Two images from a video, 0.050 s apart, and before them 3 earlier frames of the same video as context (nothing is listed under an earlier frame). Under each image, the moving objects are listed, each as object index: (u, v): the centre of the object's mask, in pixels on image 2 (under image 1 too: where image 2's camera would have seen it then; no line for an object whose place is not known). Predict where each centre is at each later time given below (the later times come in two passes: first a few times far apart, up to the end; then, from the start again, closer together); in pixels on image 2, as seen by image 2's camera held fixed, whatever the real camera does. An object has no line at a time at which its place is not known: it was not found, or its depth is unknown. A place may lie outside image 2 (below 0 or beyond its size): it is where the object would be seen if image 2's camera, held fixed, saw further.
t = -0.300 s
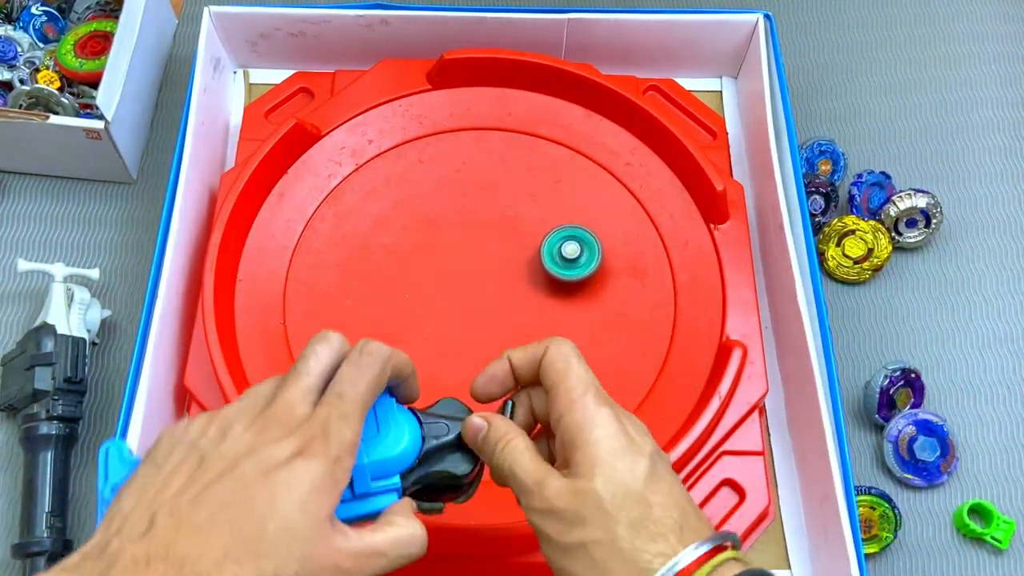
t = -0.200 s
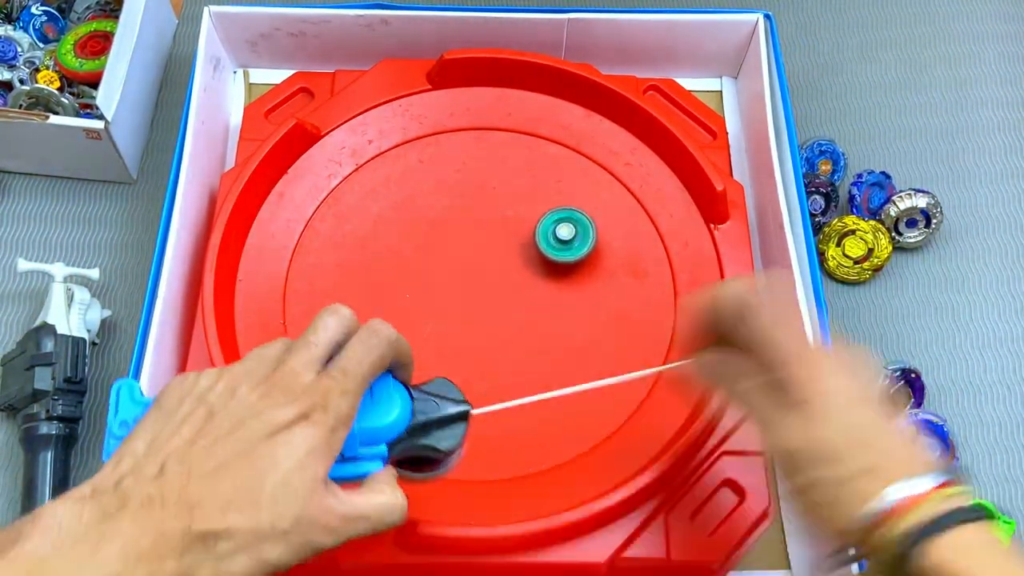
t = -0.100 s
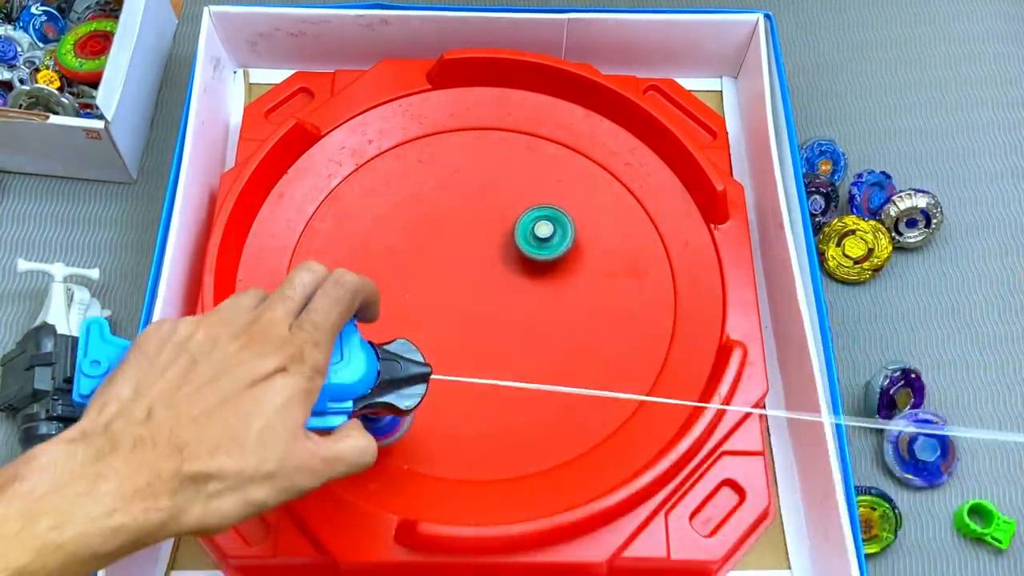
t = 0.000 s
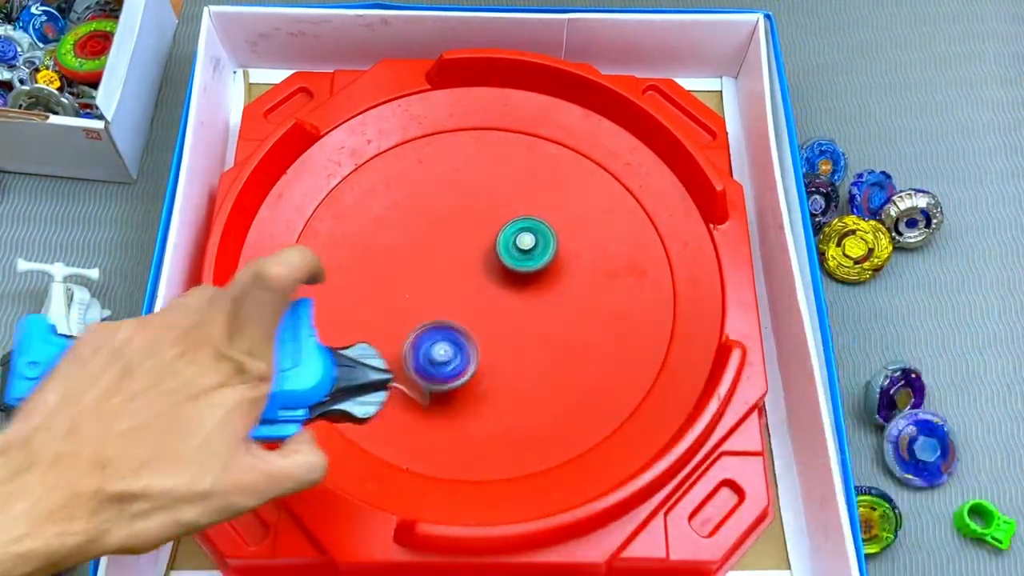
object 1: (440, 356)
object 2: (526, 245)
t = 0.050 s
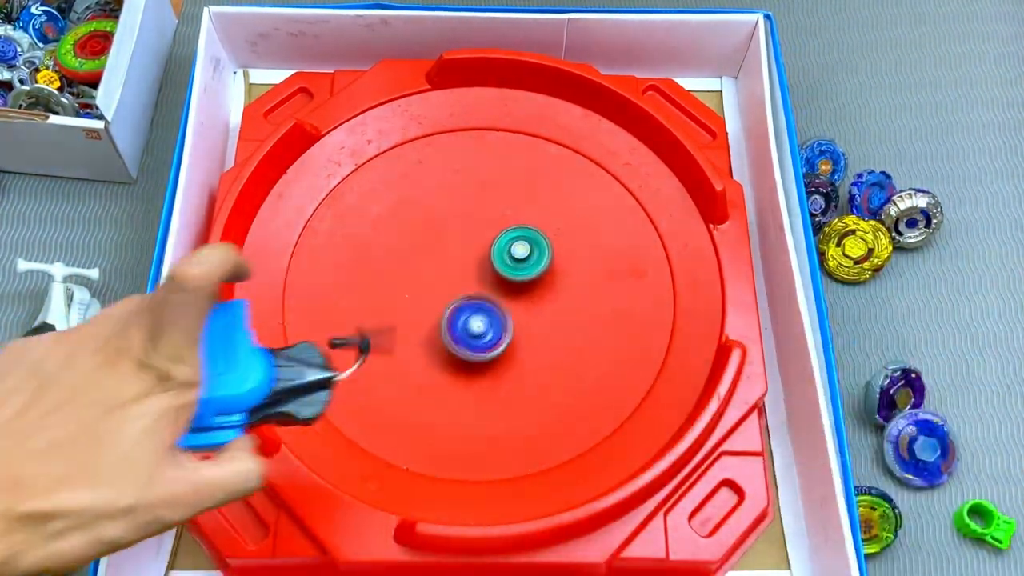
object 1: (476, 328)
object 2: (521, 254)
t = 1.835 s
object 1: (607, 360)
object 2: (657, 251)
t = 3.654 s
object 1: (399, 437)
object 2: (486, 295)
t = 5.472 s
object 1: (586, 346)
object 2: (514, 290)
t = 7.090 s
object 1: (510, 226)
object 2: (425, 419)
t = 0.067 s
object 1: (487, 318)
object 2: (519, 257)
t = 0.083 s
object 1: (488, 317)
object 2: (524, 246)
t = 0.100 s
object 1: (486, 324)
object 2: (535, 227)
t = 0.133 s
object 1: (482, 334)
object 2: (555, 192)
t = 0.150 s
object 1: (481, 337)
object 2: (562, 177)
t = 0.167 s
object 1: (480, 340)
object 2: (568, 163)
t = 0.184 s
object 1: (480, 342)
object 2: (574, 151)
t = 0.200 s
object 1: (480, 343)
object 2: (577, 141)
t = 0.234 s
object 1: (482, 343)
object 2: (571, 128)
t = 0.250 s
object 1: (484, 341)
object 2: (568, 125)
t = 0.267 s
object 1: (486, 339)
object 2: (564, 125)
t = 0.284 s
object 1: (489, 337)
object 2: (558, 122)
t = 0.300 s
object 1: (493, 332)
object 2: (552, 122)
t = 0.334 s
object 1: (501, 322)
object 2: (539, 123)
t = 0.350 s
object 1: (505, 316)
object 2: (531, 125)
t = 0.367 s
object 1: (509, 309)
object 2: (521, 130)
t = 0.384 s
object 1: (513, 300)
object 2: (512, 133)
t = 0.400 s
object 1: (516, 291)
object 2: (504, 137)
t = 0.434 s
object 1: (522, 272)
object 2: (489, 146)
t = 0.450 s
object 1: (523, 262)
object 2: (482, 151)
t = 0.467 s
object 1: (524, 252)
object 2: (476, 156)
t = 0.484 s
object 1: (524, 241)
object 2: (470, 161)
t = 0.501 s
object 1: (523, 232)
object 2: (466, 167)
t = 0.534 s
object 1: (518, 212)
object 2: (457, 178)
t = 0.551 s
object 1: (524, 208)
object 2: (441, 177)
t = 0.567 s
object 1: (545, 213)
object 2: (402, 161)
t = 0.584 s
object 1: (567, 217)
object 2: (365, 146)
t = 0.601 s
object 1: (586, 221)
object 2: (336, 134)
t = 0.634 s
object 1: (623, 230)
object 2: (321, 129)
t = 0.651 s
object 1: (637, 234)
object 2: (315, 130)
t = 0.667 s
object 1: (652, 239)
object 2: (310, 134)
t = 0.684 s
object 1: (667, 243)
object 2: (305, 140)
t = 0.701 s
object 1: (677, 245)
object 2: (301, 148)
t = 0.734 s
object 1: (693, 253)
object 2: (295, 175)
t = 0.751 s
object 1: (698, 256)
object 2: (293, 191)
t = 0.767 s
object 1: (702, 260)
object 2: (293, 211)
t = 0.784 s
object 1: (704, 264)
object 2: (293, 233)
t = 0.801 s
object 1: (704, 267)
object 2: (294, 254)
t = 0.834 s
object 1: (698, 274)
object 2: (300, 277)
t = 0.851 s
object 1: (694, 278)
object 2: (303, 286)
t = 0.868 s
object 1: (688, 281)
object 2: (308, 297)
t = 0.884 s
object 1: (681, 285)
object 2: (313, 310)
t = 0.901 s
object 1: (673, 289)
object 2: (319, 325)
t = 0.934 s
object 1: (653, 293)
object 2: (334, 348)
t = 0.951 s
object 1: (643, 295)
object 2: (342, 358)
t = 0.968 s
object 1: (632, 297)
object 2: (350, 369)
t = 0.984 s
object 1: (621, 298)
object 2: (360, 377)
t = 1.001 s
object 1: (610, 299)
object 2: (370, 386)
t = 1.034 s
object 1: (586, 300)
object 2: (390, 400)
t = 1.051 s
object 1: (575, 300)
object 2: (401, 406)
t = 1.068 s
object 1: (564, 301)
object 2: (411, 411)
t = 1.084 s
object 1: (551, 301)
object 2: (423, 417)
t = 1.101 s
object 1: (542, 300)
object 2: (434, 421)
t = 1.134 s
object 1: (521, 300)
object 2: (457, 428)
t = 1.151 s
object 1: (512, 300)
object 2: (469, 430)
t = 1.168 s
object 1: (503, 299)
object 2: (480, 432)
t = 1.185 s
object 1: (494, 299)
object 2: (492, 433)
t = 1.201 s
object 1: (487, 298)
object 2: (503, 433)
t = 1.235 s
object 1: (473, 298)
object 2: (526, 432)
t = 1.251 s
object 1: (468, 298)
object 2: (536, 431)
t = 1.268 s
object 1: (463, 299)
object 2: (546, 429)
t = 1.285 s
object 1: (459, 300)
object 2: (557, 427)
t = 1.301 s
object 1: (456, 301)
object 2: (567, 425)
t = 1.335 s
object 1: (452, 304)
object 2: (584, 419)
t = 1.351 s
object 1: (452, 306)
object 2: (592, 415)
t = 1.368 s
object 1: (452, 309)
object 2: (599, 411)
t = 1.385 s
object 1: (453, 312)
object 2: (607, 407)
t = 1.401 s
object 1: (455, 315)
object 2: (613, 403)
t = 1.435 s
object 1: (460, 323)
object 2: (624, 393)
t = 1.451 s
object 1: (465, 327)
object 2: (628, 388)
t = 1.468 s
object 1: (469, 332)
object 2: (632, 383)
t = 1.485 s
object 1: (475, 336)
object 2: (636, 377)
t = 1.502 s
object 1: (482, 341)
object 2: (638, 373)
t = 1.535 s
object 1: (497, 350)
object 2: (641, 364)
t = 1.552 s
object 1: (505, 354)
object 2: (642, 359)
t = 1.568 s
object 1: (515, 357)
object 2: (642, 354)
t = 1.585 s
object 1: (526, 361)
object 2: (643, 348)
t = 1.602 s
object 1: (535, 363)
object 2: (644, 343)
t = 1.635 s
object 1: (557, 366)
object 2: (642, 333)
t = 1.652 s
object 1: (568, 366)
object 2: (641, 328)
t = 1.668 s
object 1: (579, 365)
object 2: (639, 323)
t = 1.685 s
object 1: (586, 366)
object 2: (643, 315)
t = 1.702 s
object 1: (589, 368)
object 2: (651, 304)
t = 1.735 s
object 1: (595, 370)
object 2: (661, 283)
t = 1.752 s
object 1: (597, 370)
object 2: (664, 275)
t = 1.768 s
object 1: (599, 369)
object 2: (664, 268)
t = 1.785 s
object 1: (601, 367)
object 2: (664, 262)
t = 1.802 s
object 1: (603, 365)
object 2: (662, 258)
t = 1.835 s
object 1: (607, 360)
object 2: (657, 251)
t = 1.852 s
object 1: (608, 357)
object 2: (654, 248)
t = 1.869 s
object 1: (610, 353)
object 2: (651, 246)
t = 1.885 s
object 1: (611, 348)
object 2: (647, 243)
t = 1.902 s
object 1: (612, 344)
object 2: (643, 240)
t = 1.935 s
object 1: (615, 333)
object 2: (634, 236)
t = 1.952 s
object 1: (617, 327)
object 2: (630, 235)
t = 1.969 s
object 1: (619, 321)
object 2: (626, 233)
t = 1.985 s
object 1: (620, 314)
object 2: (622, 231)
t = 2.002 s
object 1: (621, 306)
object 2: (619, 230)
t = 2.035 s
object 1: (621, 289)
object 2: (612, 226)
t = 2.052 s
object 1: (619, 283)
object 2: (607, 223)
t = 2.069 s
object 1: (616, 278)
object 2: (602, 218)
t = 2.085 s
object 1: (613, 278)
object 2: (596, 208)
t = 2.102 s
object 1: (610, 278)
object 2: (589, 200)
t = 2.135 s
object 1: (599, 278)
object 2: (574, 186)
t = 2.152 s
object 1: (592, 278)
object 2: (567, 182)
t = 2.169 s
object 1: (585, 278)
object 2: (559, 178)
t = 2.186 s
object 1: (578, 278)
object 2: (551, 176)
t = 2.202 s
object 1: (572, 280)
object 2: (544, 174)
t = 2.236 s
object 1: (556, 286)
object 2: (528, 173)
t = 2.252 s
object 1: (549, 289)
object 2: (521, 174)
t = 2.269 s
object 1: (542, 294)
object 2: (513, 175)
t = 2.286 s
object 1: (535, 299)
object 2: (506, 176)
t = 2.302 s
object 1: (528, 305)
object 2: (499, 178)
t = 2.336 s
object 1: (515, 318)
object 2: (485, 182)
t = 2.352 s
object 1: (510, 324)
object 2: (478, 184)
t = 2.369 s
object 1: (505, 331)
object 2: (471, 188)
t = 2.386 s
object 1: (501, 339)
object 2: (465, 191)
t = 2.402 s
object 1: (498, 346)
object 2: (459, 194)
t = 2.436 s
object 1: (492, 362)
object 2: (448, 202)
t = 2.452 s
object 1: (490, 369)
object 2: (443, 207)
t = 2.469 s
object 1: (489, 377)
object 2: (439, 211)
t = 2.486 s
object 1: (489, 383)
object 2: (434, 216)
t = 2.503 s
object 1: (490, 390)
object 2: (430, 220)
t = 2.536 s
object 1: (494, 403)
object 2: (422, 229)
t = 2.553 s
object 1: (497, 409)
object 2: (419, 234)
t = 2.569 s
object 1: (501, 415)
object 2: (416, 239)
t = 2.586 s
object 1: (507, 419)
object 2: (414, 244)
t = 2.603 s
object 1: (512, 423)
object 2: (411, 248)
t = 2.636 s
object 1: (526, 429)
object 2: (408, 259)
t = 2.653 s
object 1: (533, 431)
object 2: (407, 263)
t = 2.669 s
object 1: (541, 432)
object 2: (406, 268)
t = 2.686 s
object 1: (549, 432)
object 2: (405, 273)
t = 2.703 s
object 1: (557, 432)
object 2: (404, 278)
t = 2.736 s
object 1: (575, 428)
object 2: (404, 288)
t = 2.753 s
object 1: (583, 425)
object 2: (404, 292)
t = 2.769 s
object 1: (591, 421)
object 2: (405, 298)
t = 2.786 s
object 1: (598, 415)
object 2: (406, 302)
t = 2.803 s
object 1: (604, 409)
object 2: (407, 307)
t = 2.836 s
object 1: (614, 394)
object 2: (410, 316)
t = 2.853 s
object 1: (617, 386)
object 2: (412, 320)
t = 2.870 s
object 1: (618, 377)
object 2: (414, 324)
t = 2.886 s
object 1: (618, 367)
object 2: (417, 328)
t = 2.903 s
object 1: (617, 358)
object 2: (420, 331)
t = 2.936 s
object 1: (611, 339)
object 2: (426, 338)
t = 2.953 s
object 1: (606, 331)
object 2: (429, 341)
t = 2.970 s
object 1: (599, 322)
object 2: (433, 343)
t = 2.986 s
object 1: (592, 314)
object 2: (437, 345)
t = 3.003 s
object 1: (584, 307)
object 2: (441, 347)
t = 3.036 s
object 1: (564, 294)
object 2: (450, 350)
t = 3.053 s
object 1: (554, 290)
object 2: (454, 351)
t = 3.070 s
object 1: (542, 286)
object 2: (458, 351)
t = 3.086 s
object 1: (530, 282)
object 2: (463, 351)
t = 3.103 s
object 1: (520, 279)
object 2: (467, 352)
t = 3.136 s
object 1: (495, 276)
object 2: (476, 351)
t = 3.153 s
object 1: (483, 276)
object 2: (479, 350)
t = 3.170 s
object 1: (471, 276)
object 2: (483, 349)
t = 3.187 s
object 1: (458, 277)
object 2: (487, 347)
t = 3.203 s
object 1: (447, 279)
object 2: (491, 345)
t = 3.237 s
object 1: (423, 284)
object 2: (498, 342)
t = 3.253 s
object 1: (413, 287)
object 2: (500, 340)
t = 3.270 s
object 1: (401, 292)
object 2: (502, 337)
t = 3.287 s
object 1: (391, 296)
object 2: (502, 334)
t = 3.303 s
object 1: (381, 301)
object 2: (503, 332)
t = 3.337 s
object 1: (363, 313)
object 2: (502, 326)
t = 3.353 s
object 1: (355, 319)
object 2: (502, 324)
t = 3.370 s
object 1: (348, 325)
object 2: (501, 321)
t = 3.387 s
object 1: (341, 332)
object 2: (500, 319)
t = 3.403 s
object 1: (336, 339)
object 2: (499, 317)
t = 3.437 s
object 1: (327, 356)
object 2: (496, 315)
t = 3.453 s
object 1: (324, 364)
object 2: (496, 314)
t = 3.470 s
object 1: (322, 372)
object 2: (495, 311)
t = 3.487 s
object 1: (322, 380)
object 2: (493, 309)
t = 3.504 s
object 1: (322, 388)
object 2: (492, 307)
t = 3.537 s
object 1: (329, 405)
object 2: (489, 304)
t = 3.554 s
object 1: (336, 411)
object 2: (487, 302)
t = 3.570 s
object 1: (347, 417)
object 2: (486, 301)
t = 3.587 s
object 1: (358, 422)
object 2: (485, 299)
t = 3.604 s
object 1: (368, 426)
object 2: (484, 298)
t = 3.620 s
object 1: (379, 430)
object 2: (485, 297)
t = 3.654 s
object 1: (399, 437)
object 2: (486, 295)
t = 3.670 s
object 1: (411, 440)
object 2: (486, 295)
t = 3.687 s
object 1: (422, 442)
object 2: (487, 296)
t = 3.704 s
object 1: (433, 443)
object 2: (488, 297)
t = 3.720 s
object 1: (445, 442)
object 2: (488, 298)
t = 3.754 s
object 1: (468, 436)
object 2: (488, 301)
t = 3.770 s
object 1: (480, 431)
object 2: (487, 302)
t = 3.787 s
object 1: (491, 424)
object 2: (487, 303)
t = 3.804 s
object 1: (500, 417)
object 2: (486, 304)
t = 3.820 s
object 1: (509, 409)
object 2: (485, 305)
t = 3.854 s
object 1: (522, 390)
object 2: (481, 306)
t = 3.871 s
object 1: (527, 379)
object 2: (480, 307)
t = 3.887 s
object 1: (530, 368)
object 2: (479, 306)
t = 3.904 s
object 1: (533, 357)
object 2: (477, 305)
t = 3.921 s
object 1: (533, 346)
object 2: (474, 304)
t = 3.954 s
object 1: (555, 344)
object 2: (442, 276)
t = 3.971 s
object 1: (575, 349)
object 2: (414, 250)
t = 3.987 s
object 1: (592, 352)
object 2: (391, 228)
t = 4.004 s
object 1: (608, 356)
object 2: (368, 205)
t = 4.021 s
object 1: (624, 358)
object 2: (345, 183)
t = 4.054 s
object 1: (650, 360)
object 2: (317, 153)
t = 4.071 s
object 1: (661, 358)
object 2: (314, 150)
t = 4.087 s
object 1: (669, 355)
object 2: (313, 150)
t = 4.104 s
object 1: (676, 351)
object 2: (312, 151)
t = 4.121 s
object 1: (679, 345)
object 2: (311, 155)
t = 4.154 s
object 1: (679, 333)
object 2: (313, 171)
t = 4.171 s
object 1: (677, 326)
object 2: (315, 182)
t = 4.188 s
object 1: (674, 318)
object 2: (318, 195)
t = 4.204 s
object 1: (669, 310)
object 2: (321, 206)
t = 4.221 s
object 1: (663, 300)
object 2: (323, 210)
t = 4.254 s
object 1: (652, 281)
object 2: (329, 223)
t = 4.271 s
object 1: (646, 271)
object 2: (334, 234)
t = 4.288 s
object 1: (640, 262)
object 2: (338, 246)
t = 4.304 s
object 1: (633, 253)
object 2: (343, 251)
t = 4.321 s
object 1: (626, 245)
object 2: (348, 259)
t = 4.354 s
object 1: (612, 228)
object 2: (359, 274)
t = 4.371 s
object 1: (603, 220)
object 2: (365, 280)
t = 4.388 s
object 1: (596, 213)
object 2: (371, 286)
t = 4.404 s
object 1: (586, 207)
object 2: (377, 292)
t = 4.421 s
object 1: (577, 201)
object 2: (383, 297)
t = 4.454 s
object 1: (558, 191)
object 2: (392, 305)
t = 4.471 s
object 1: (548, 186)
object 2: (397, 307)
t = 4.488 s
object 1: (538, 183)
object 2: (401, 309)
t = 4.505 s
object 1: (527, 180)
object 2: (405, 311)
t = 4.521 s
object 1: (517, 178)
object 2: (408, 311)
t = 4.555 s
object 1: (495, 174)
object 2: (412, 311)
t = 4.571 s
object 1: (484, 174)
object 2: (414, 311)
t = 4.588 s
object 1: (474, 173)
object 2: (416, 310)
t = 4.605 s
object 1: (463, 174)
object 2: (418, 310)
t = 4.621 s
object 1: (452, 175)
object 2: (420, 309)
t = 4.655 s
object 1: (431, 178)
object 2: (424, 308)
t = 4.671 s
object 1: (421, 181)
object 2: (425, 308)
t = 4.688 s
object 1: (411, 184)
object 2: (427, 308)
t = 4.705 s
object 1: (401, 187)
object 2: (429, 307)
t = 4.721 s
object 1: (391, 192)
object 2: (431, 307)
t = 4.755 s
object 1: (373, 202)
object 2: (434, 306)
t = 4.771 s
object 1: (365, 208)
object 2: (437, 306)
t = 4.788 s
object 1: (357, 214)
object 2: (438, 305)
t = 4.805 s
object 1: (350, 222)
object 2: (440, 305)
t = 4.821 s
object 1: (343, 229)
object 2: (443, 305)
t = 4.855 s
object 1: (332, 246)
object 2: (446, 304)
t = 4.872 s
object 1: (327, 256)
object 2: (448, 304)
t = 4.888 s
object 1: (323, 265)
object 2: (451, 303)
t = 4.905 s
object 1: (321, 274)
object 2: (453, 303)
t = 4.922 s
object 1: (319, 284)
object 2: (455, 303)
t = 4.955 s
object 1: (318, 304)
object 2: (460, 303)
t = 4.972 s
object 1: (319, 315)
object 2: (462, 303)
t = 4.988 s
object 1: (321, 324)
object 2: (465, 303)
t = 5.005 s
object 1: (324, 334)
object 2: (467, 303)
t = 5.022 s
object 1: (328, 344)
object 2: (470, 303)
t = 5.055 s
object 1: (340, 362)
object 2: (475, 303)
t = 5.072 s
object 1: (347, 371)
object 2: (477, 303)
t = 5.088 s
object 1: (354, 378)
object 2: (479, 303)
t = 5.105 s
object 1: (363, 385)
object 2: (482, 302)
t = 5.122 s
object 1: (373, 392)
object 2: (485, 302)
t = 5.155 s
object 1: (392, 402)
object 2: (489, 302)
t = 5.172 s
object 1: (404, 406)
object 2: (492, 302)
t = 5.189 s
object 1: (415, 409)
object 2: (494, 301)
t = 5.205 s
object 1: (426, 412)
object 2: (496, 301)
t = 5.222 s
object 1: (439, 413)
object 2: (498, 301)
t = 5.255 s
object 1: (462, 413)
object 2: (502, 300)
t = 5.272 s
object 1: (474, 412)
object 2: (504, 300)
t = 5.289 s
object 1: (485, 409)
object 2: (506, 300)
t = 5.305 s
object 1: (496, 406)
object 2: (508, 300)
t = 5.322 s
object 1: (507, 402)
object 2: (510, 300)
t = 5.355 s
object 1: (527, 392)
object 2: (512, 300)
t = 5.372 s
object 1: (536, 385)
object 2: (515, 301)
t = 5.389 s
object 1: (545, 378)
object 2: (516, 300)
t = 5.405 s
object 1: (553, 371)
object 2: (517, 301)
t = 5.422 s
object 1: (560, 363)
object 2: (519, 301)
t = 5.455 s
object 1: (572, 346)
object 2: (521, 301)
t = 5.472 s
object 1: (586, 346)
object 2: (514, 290)
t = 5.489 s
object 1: (601, 351)
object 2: (499, 270)
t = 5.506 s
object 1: (615, 356)
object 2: (484, 249)
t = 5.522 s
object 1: (630, 359)
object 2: (471, 230)
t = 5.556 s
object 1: (653, 362)
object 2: (449, 197)
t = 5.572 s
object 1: (663, 360)
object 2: (439, 183)
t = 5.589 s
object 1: (669, 359)
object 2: (430, 171)
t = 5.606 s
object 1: (675, 355)
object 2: (422, 159)
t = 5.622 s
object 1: (678, 350)
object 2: (414, 150)
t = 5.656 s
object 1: (676, 337)
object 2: (402, 137)
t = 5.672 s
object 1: (673, 329)
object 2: (396, 134)
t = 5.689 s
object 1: (670, 320)
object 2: (391, 133)
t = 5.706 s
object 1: (666, 311)
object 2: (386, 135)
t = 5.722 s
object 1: (662, 301)
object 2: (380, 139)
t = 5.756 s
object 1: (654, 283)
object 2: (370, 152)
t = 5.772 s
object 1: (649, 273)
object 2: (366, 158)
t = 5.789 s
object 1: (645, 264)
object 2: (362, 163)
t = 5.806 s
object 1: (640, 255)
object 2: (358, 168)
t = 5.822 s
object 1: (635, 246)
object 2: (356, 173)
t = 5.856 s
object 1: (623, 231)
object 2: (353, 181)
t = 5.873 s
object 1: (616, 224)
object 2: (351, 186)
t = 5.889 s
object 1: (609, 218)
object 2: (350, 189)
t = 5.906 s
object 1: (601, 212)
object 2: (350, 193)
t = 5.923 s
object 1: (593, 206)
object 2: (350, 196)
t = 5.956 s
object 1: (575, 198)
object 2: (350, 203)
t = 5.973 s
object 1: (566, 195)
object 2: (350, 206)
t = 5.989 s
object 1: (556, 192)
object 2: (350, 209)
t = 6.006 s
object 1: (546, 190)
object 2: (351, 213)
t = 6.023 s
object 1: (536, 189)
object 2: (352, 216)
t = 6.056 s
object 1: (516, 188)
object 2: (354, 222)
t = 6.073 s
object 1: (505, 189)
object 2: (355, 225)
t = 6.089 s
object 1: (496, 190)
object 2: (357, 227)
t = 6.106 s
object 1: (485, 192)
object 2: (358, 230)
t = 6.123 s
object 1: (475, 194)
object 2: (360, 233)
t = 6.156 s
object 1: (456, 201)
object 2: (364, 238)
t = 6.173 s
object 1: (447, 205)
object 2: (366, 240)
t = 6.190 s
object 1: (439, 210)
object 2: (368, 243)
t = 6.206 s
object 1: (431, 215)
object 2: (371, 246)
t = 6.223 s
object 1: (426, 219)
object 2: (368, 251)
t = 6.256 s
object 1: (431, 223)
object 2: (343, 269)
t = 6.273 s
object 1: (434, 225)
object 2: (331, 279)
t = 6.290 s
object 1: (437, 228)
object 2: (321, 288)
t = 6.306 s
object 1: (439, 232)
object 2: (312, 297)
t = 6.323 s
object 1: (440, 236)
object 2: (305, 305)
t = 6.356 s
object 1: (440, 247)
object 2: (297, 321)
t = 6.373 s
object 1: (440, 253)
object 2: (296, 327)
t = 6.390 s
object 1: (440, 260)
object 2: (296, 333)
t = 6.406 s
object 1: (440, 267)
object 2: (297, 340)
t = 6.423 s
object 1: (442, 272)
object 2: (298, 346)
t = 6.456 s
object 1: (447, 285)
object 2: (301, 357)
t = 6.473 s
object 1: (451, 291)
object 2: (303, 362)
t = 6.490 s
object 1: (455, 296)
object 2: (305, 367)
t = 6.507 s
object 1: (460, 302)
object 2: (307, 372)
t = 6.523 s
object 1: (467, 306)
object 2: (309, 376)
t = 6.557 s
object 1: (480, 314)
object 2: (314, 384)
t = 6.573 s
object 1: (488, 316)
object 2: (317, 388)
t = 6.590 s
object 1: (495, 318)
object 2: (320, 392)
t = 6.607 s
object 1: (503, 319)
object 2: (323, 395)
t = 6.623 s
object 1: (511, 320)
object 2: (326, 398)
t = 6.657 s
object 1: (527, 318)
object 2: (332, 403)
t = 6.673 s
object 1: (534, 316)
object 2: (335, 406)
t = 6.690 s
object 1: (540, 313)
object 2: (338, 408)
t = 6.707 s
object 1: (547, 310)
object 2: (341, 410)
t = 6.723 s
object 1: (552, 306)
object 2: (344, 411)
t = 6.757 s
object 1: (562, 298)
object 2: (351, 415)
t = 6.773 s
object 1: (566, 292)
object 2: (354, 416)
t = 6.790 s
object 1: (569, 288)
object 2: (357, 417)
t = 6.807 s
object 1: (572, 282)
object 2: (361, 418)
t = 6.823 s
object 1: (574, 276)
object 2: (365, 419)
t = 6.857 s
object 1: (575, 264)
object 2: (372, 421)
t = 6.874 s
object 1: (575, 258)
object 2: (375, 422)
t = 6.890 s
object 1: (573, 253)
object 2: (379, 422)
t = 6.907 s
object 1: (571, 248)
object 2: (383, 423)
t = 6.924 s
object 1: (568, 243)
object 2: (386, 423)
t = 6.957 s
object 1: (560, 234)
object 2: (393, 424)
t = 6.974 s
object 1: (555, 230)
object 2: (397, 424)
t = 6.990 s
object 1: (549, 228)
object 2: (401, 423)
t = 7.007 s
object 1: (543, 225)
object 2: (405, 423)
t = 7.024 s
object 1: (536, 224)
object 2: (409, 422)
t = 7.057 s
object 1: (523, 224)
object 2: (417, 420)
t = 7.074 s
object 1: (516, 225)
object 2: (421, 419)
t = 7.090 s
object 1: (510, 226)
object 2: (425, 419)
